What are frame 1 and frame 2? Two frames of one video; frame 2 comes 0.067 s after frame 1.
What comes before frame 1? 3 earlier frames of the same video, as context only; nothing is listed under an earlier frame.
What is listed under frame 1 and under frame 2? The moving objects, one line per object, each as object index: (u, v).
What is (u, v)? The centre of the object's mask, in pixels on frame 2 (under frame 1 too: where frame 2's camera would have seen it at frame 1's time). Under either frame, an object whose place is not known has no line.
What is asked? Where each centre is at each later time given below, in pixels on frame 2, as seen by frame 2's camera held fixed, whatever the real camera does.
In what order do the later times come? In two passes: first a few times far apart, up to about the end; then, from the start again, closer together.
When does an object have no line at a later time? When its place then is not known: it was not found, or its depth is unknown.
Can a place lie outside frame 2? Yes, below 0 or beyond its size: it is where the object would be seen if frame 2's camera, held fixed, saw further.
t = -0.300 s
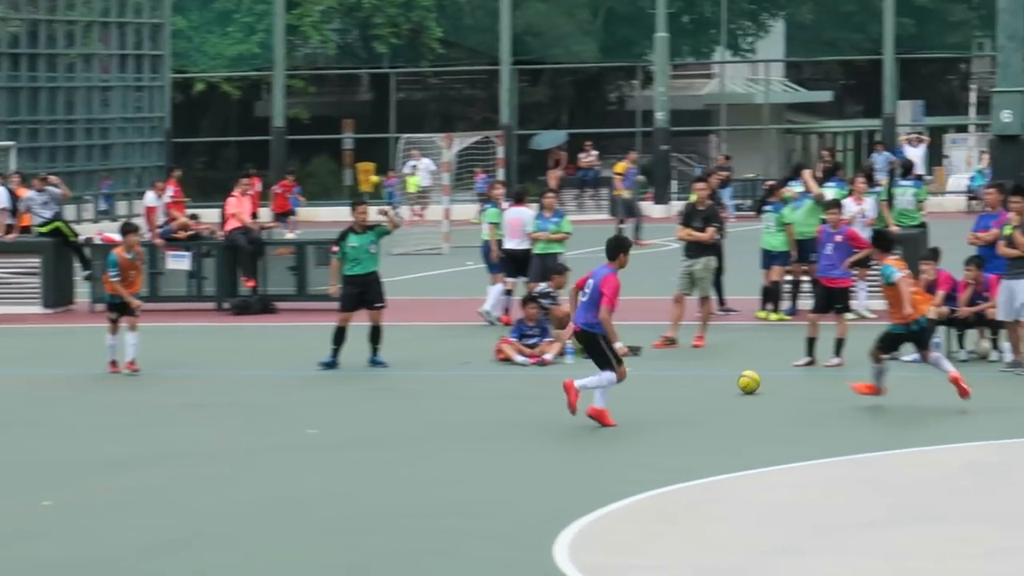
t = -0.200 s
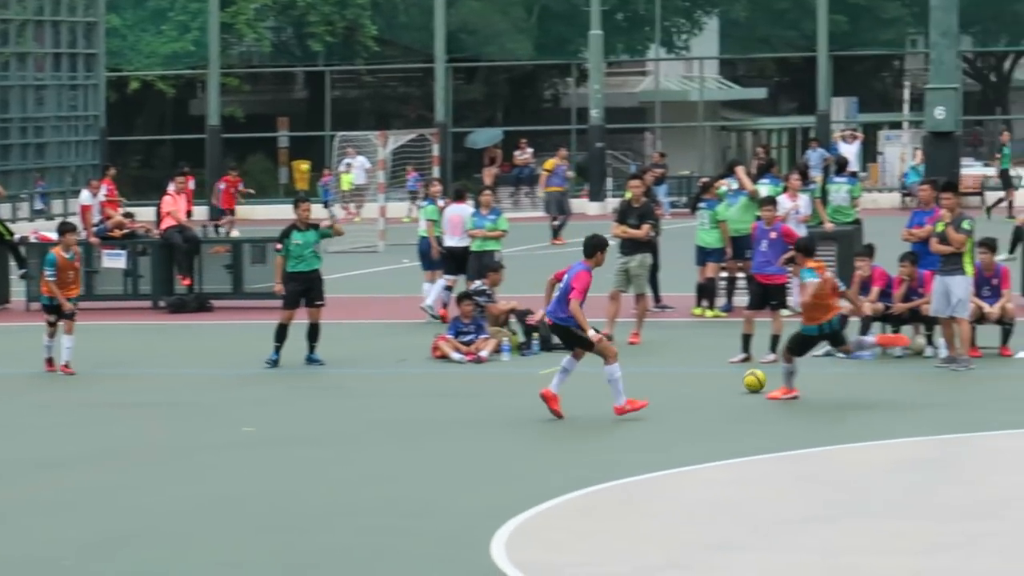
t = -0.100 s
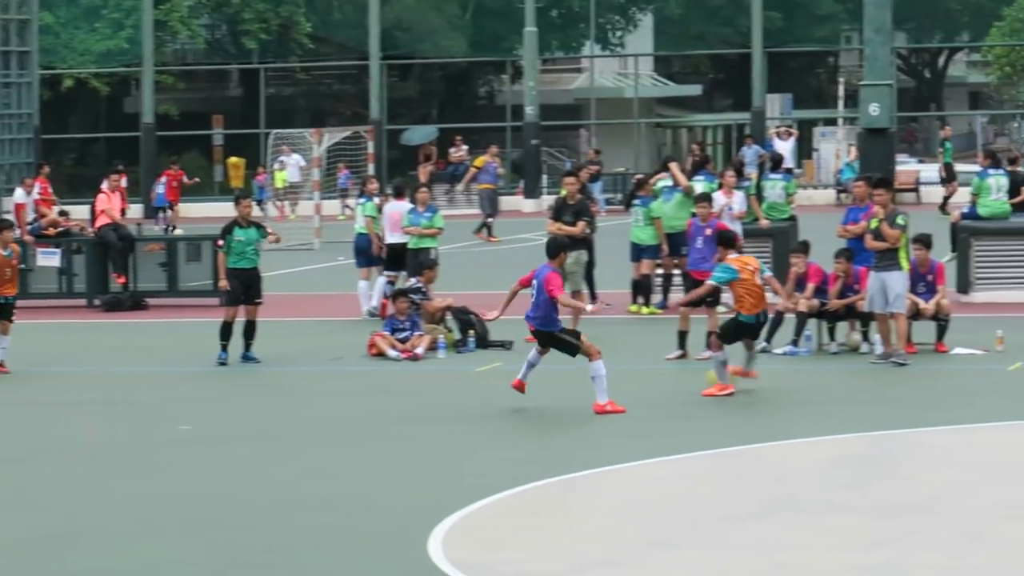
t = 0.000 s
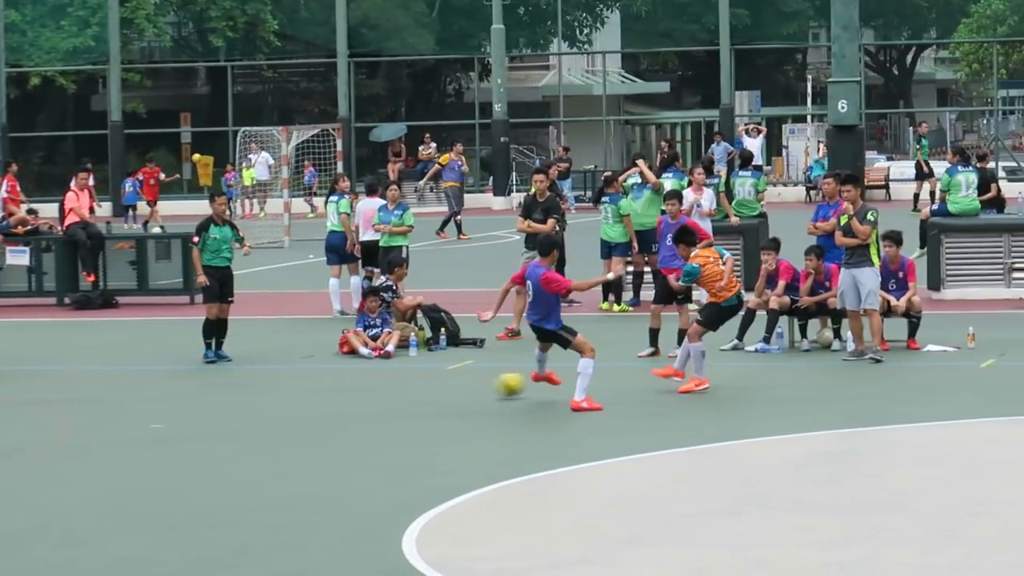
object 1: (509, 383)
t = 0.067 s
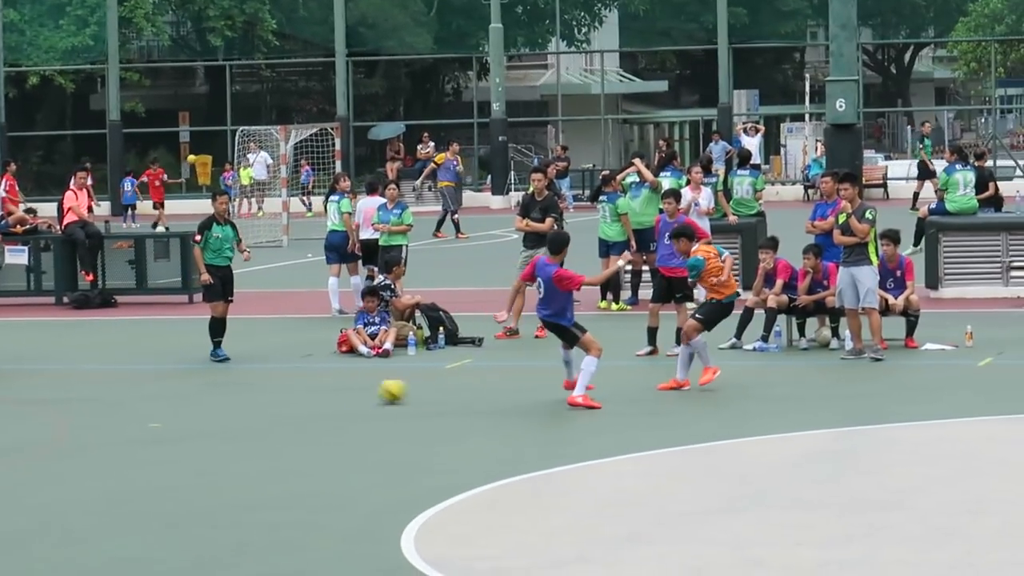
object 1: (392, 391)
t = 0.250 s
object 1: (109, 407)
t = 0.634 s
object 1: (-398, 458)
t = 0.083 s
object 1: (364, 392)
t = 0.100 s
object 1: (339, 393)
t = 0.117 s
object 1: (311, 394)
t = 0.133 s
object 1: (285, 396)
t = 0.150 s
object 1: (258, 399)
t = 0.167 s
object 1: (233, 400)
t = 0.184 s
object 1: (206, 400)
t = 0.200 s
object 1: (183, 402)
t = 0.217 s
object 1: (158, 405)
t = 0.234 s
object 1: (134, 407)
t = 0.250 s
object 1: (109, 407)
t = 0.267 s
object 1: (84, 410)
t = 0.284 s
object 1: (61, 411)
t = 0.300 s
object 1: (39, 412)
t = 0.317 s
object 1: (16, 415)
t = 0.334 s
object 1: (-7, 417)
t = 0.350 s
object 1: (-28, 420)
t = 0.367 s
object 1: (-52, 422)
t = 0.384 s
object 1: (-75, 425)
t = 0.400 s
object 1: (-99, 428)
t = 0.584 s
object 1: (-338, 453)
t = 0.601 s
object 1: (-358, 455)
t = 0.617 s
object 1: (-378, 457)
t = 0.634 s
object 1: (-398, 458)
